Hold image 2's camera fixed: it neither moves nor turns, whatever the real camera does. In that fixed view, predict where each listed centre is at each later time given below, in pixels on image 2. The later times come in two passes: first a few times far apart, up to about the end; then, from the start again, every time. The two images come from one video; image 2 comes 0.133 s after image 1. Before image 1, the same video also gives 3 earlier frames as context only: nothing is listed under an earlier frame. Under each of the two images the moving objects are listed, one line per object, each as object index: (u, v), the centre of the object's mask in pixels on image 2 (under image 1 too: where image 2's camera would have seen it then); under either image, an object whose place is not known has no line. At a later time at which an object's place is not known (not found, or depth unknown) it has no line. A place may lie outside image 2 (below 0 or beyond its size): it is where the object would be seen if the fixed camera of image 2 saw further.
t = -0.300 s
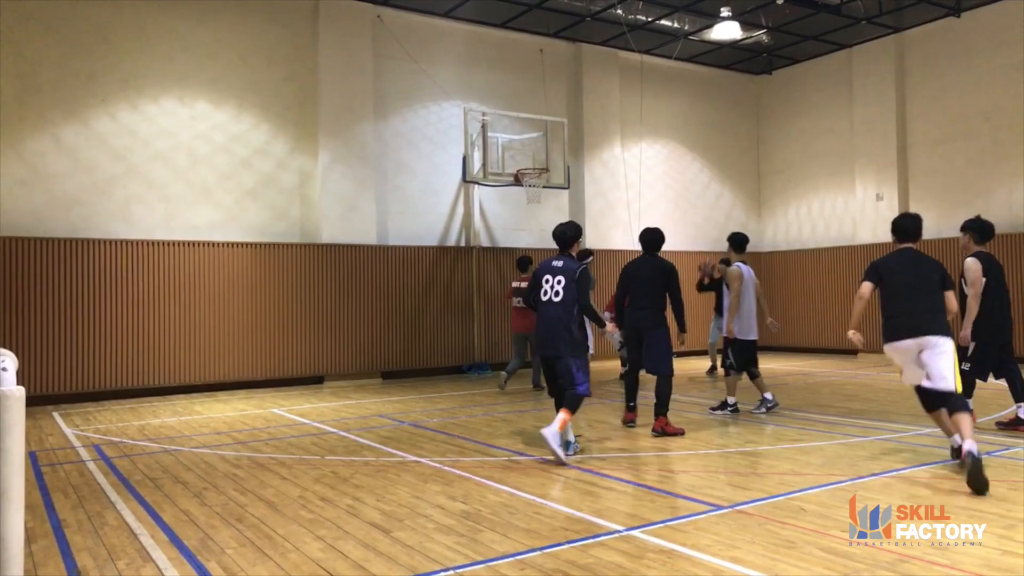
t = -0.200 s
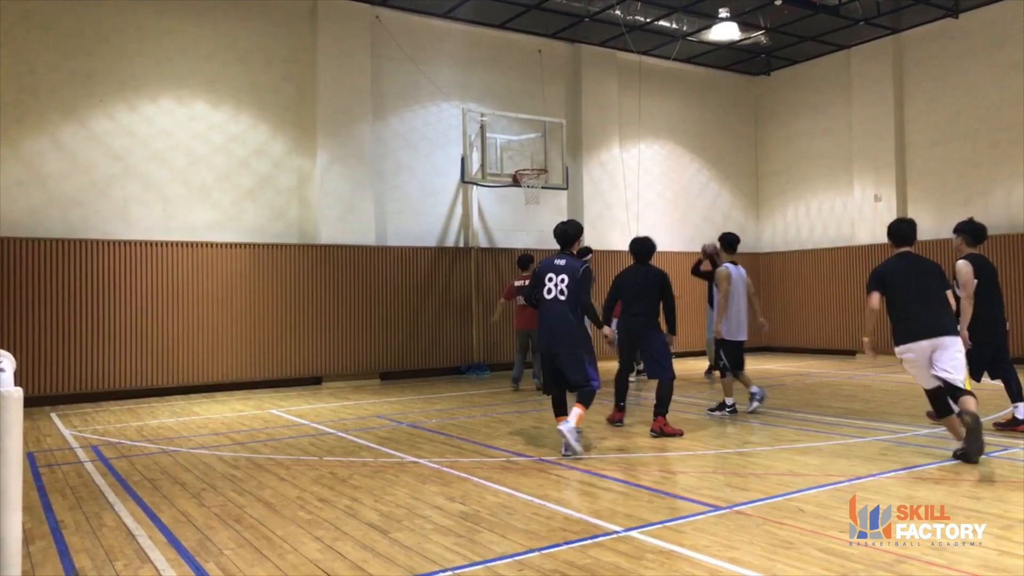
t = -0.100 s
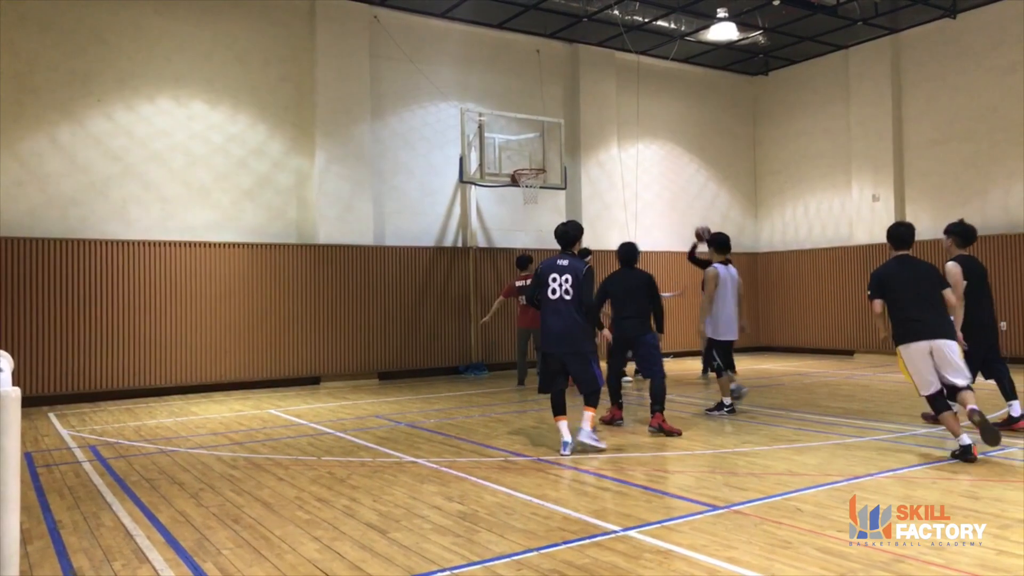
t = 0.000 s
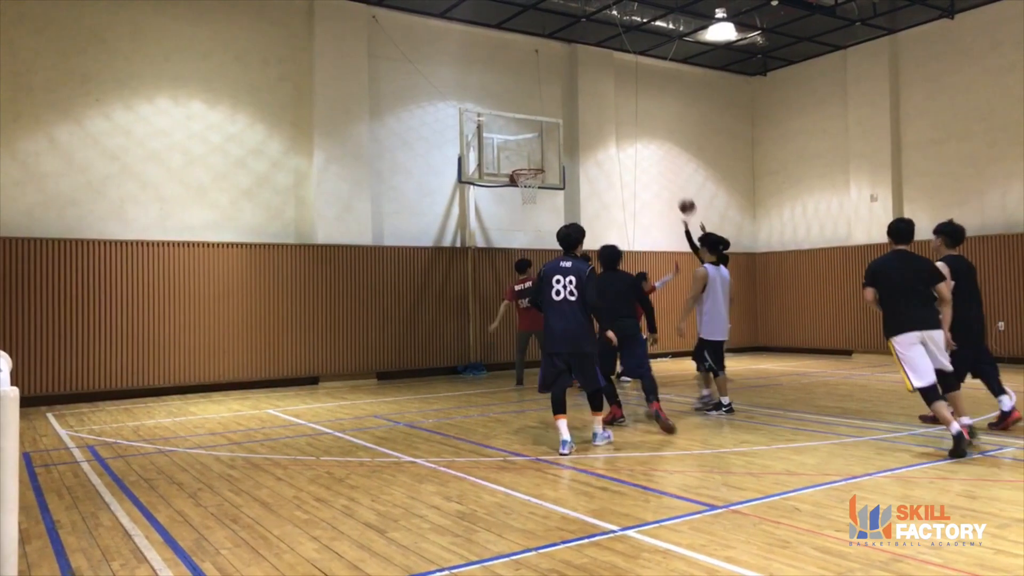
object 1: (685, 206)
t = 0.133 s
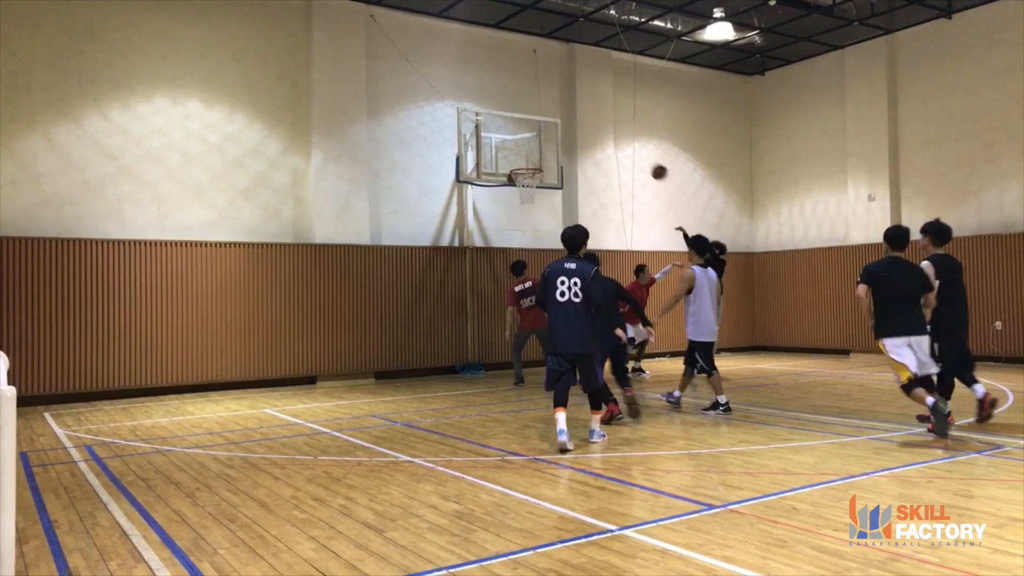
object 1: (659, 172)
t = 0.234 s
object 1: (640, 154)
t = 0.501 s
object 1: (590, 139)
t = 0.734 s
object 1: (547, 164)
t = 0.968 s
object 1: (568, 159)
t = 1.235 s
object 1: (595, 190)
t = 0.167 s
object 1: (652, 165)
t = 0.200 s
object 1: (646, 159)
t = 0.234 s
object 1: (640, 154)
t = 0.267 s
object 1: (633, 149)
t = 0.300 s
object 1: (627, 145)
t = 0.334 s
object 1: (621, 142)
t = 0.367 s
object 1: (615, 141)
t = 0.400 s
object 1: (608, 139)
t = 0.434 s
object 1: (602, 138)
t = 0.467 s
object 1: (596, 138)
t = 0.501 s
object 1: (590, 139)
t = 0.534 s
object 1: (583, 140)
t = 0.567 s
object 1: (577, 142)
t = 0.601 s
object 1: (571, 145)
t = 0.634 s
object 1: (565, 149)
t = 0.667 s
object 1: (559, 153)
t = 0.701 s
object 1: (553, 158)
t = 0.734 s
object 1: (547, 164)
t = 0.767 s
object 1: (546, 165)
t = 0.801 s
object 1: (550, 162)
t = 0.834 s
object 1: (554, 160)
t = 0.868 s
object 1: (557, 159)
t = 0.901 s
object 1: (561, 158)
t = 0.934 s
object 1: (564, 158)
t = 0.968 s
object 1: (568, 159)
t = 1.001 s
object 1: (571, 160)
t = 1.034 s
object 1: (575, 162)
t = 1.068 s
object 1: (578, 165)
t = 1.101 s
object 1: (582, 169)
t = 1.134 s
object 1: (585, 173)
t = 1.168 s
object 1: (589, 178)
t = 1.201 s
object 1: (592, 183)
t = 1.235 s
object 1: (595, 190)
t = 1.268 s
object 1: (599, 196)
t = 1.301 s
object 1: (602, 204)
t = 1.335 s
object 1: (605, 212)
